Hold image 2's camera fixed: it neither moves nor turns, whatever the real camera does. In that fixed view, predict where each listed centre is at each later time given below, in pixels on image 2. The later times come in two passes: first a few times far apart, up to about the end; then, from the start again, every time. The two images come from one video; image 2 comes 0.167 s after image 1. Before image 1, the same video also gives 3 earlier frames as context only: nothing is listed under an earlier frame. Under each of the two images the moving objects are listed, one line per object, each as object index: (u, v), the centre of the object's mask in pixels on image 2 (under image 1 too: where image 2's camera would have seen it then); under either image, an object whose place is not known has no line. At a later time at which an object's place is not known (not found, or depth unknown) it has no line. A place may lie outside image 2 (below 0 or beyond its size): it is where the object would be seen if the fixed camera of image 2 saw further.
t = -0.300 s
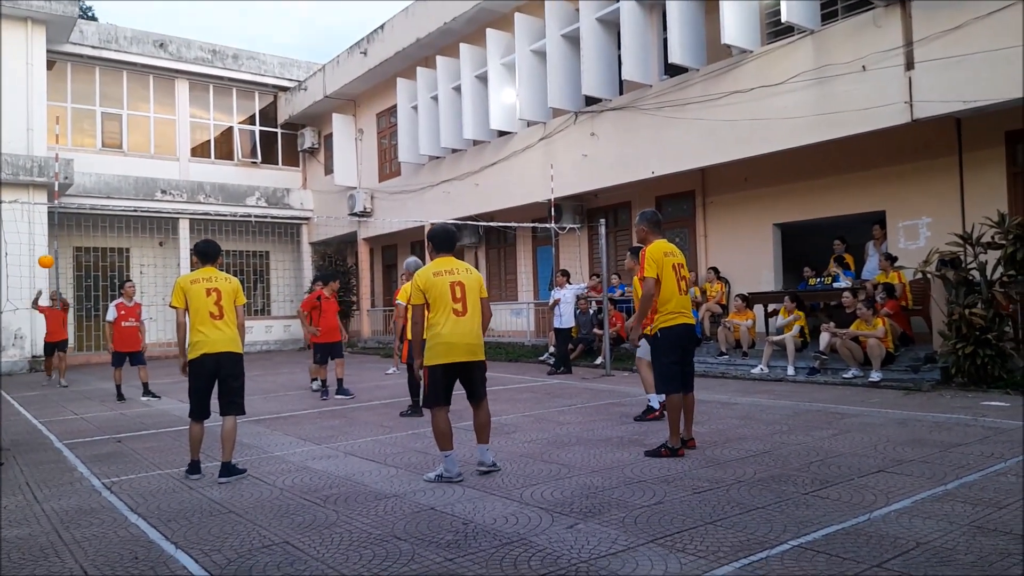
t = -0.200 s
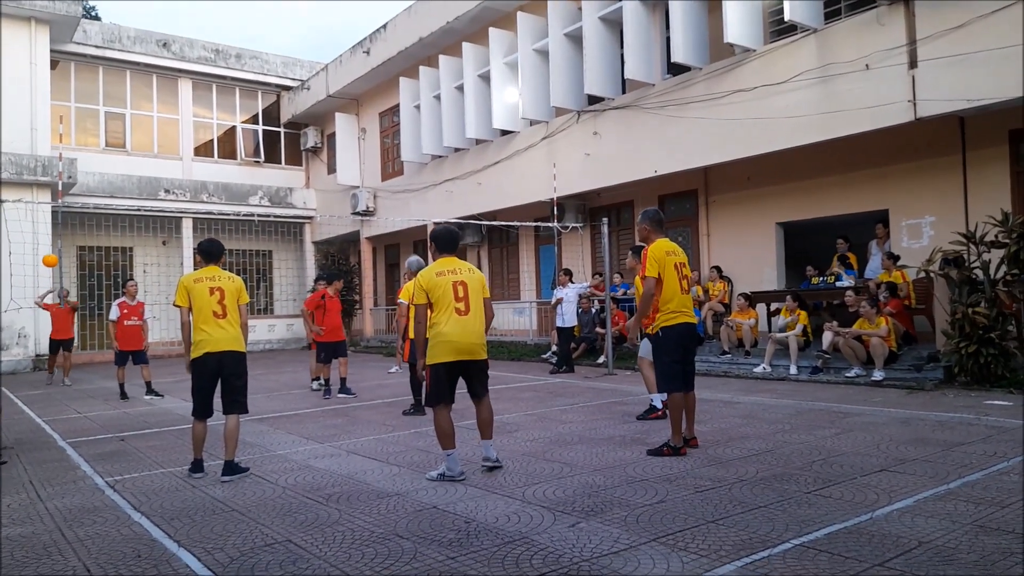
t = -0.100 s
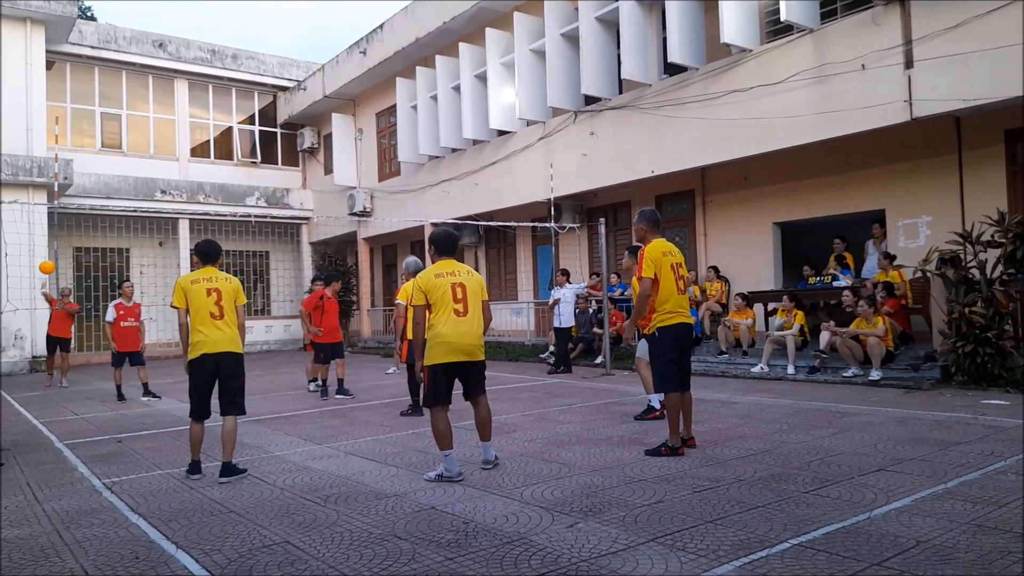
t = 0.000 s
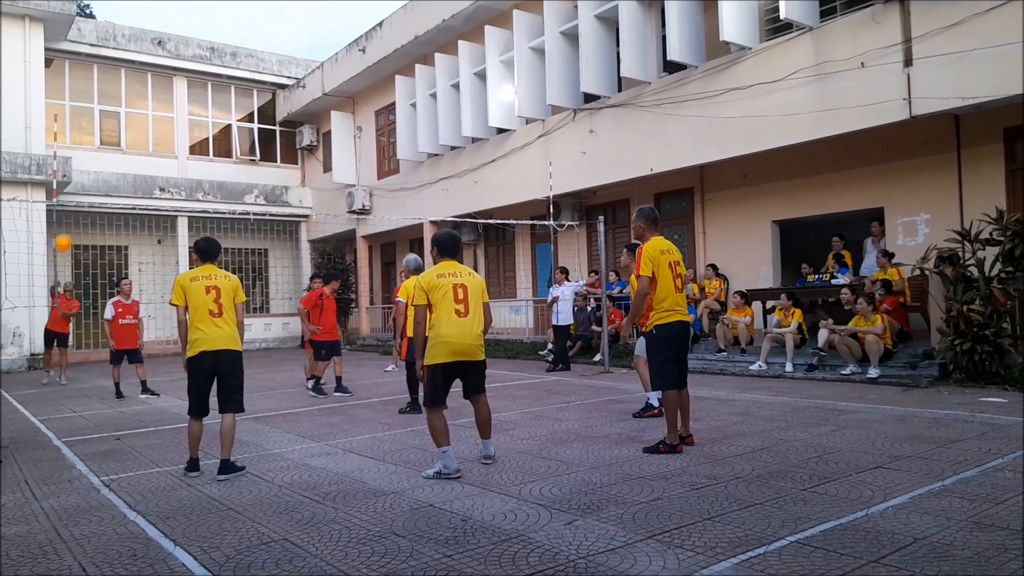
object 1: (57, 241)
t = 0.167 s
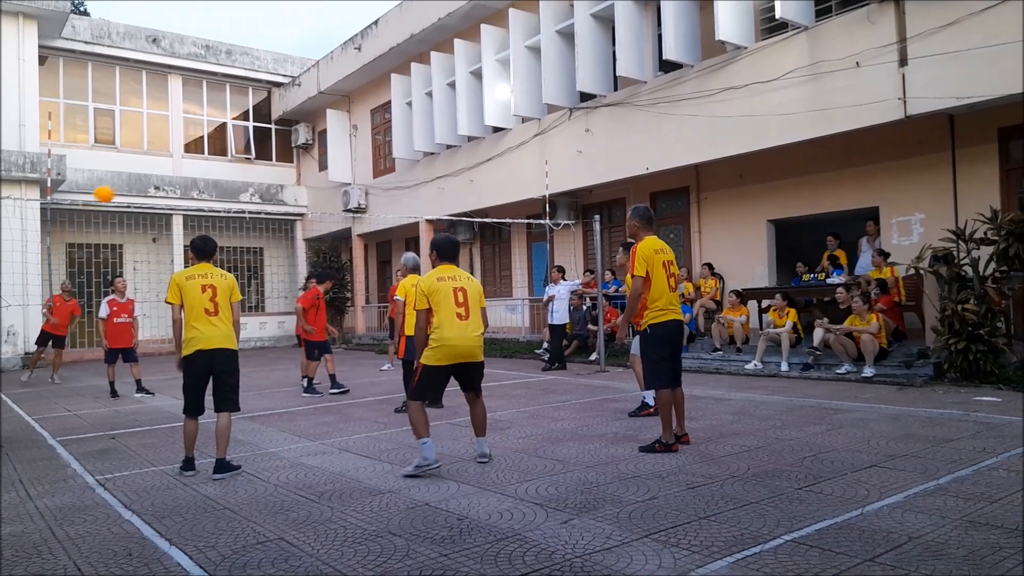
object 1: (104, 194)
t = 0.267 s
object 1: (144, 175)
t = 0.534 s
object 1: (282, 157)
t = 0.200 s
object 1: (116, 187)
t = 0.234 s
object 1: (130, 181)
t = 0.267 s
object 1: (144, 175)
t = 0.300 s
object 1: (159, 170)
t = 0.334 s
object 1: (175, 165)
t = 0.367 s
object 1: (192, 160)
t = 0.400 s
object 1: (209, 156)
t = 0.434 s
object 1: (225, 155)
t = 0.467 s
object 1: (245, 155)
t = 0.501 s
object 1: (263, 155)
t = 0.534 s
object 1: (282, 157)
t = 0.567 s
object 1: (303, 162)
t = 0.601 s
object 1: (325, 169)
